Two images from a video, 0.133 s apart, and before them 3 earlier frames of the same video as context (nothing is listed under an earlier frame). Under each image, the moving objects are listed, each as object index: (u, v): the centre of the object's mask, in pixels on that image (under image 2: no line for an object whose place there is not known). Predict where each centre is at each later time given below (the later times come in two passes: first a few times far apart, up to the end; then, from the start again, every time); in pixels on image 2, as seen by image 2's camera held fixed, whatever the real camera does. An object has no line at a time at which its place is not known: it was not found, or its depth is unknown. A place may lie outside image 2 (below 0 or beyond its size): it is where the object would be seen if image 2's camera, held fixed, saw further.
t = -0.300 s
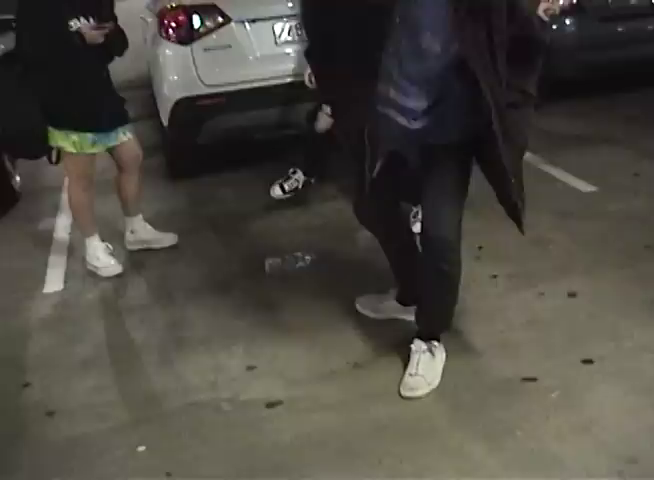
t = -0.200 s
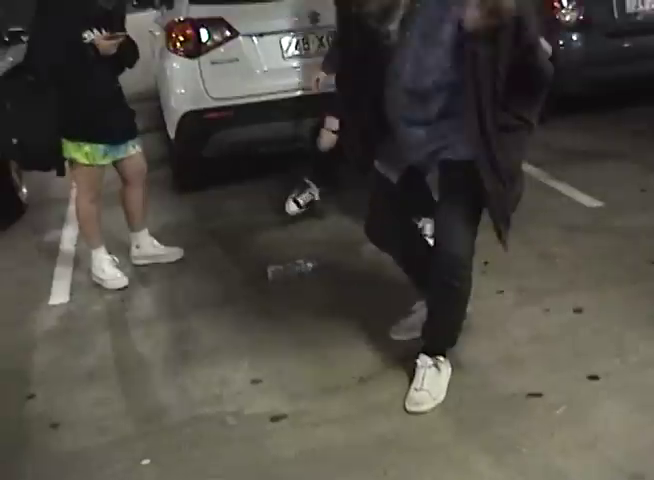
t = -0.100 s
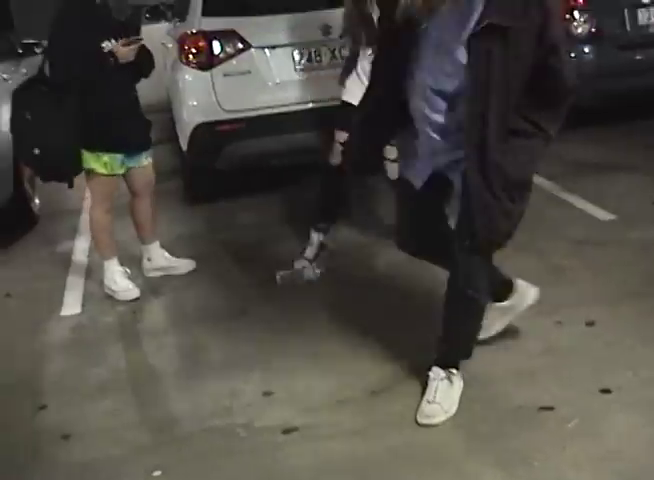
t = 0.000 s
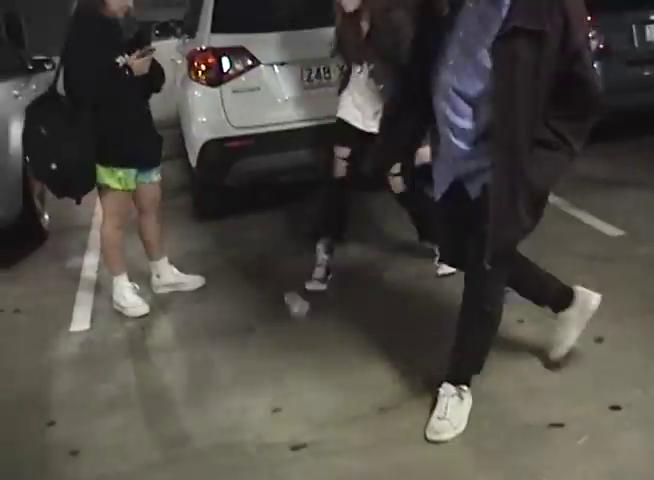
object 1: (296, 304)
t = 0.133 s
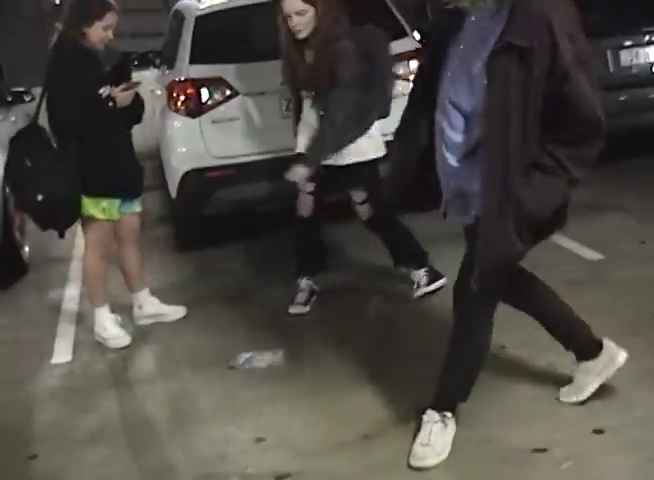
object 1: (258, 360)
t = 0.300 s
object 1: (234, 395)
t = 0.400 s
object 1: (220, 413)
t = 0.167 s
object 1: (256, 366)
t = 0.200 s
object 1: (250, 372)
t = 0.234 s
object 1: (246, 380)
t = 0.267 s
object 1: (240, 388)
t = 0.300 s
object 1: (234, 395)
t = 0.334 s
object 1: (229, 401)
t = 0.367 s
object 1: (224, 406)
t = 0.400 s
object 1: (220, 413)
